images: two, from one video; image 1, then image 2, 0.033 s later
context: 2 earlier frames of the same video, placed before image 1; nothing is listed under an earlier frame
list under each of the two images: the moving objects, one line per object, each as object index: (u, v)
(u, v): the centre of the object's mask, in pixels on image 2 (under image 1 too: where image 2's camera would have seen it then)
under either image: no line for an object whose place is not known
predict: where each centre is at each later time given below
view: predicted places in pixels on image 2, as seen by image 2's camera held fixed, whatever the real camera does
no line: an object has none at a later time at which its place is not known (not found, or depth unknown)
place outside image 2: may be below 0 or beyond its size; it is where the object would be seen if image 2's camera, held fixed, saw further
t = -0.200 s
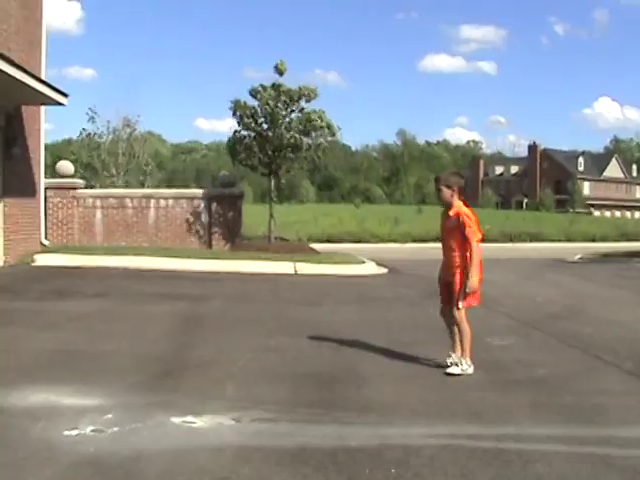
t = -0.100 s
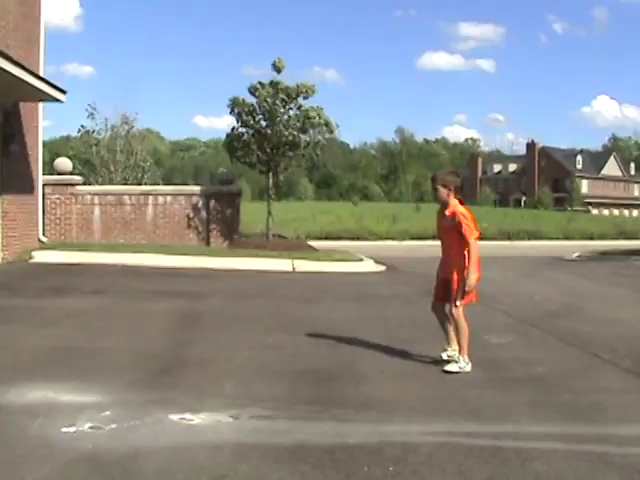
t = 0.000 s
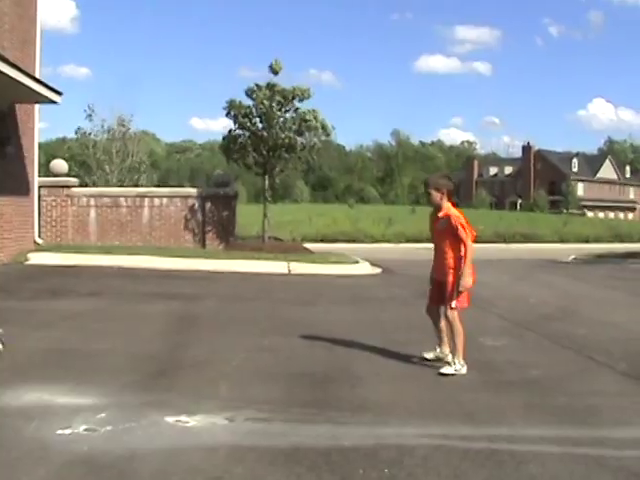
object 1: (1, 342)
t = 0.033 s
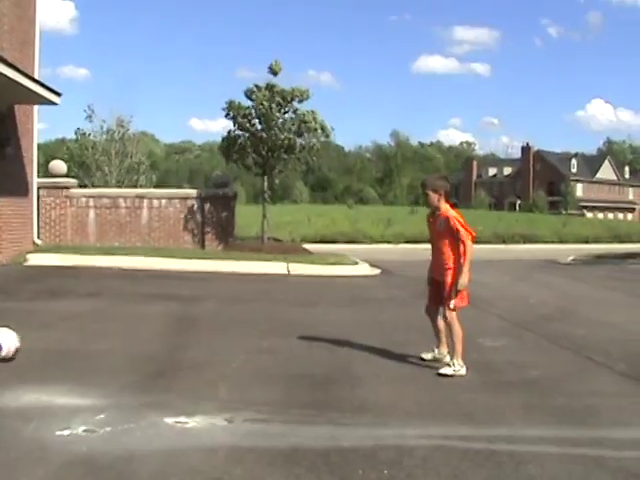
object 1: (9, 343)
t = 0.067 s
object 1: (18, 345)
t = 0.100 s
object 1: (34, 343)
